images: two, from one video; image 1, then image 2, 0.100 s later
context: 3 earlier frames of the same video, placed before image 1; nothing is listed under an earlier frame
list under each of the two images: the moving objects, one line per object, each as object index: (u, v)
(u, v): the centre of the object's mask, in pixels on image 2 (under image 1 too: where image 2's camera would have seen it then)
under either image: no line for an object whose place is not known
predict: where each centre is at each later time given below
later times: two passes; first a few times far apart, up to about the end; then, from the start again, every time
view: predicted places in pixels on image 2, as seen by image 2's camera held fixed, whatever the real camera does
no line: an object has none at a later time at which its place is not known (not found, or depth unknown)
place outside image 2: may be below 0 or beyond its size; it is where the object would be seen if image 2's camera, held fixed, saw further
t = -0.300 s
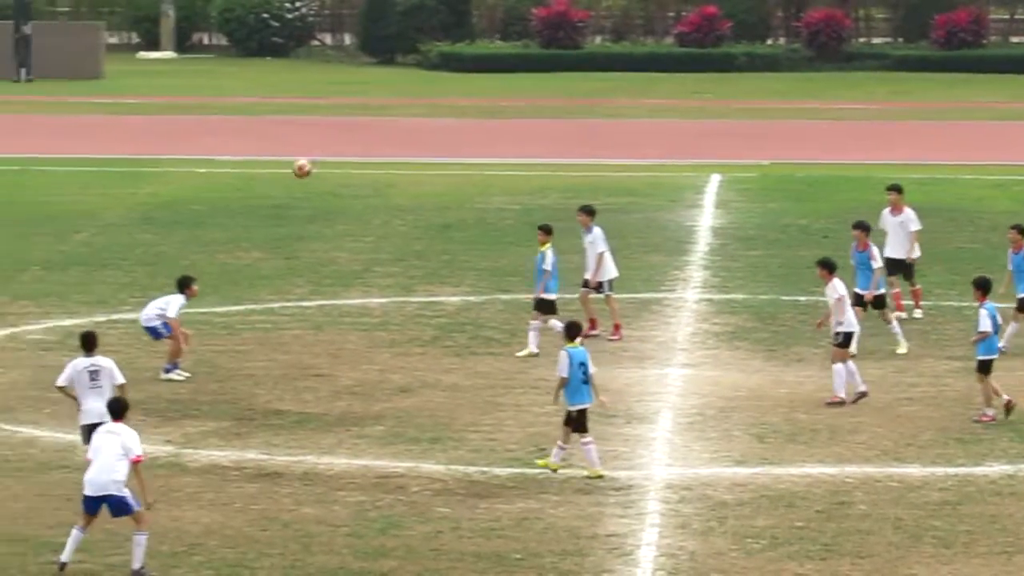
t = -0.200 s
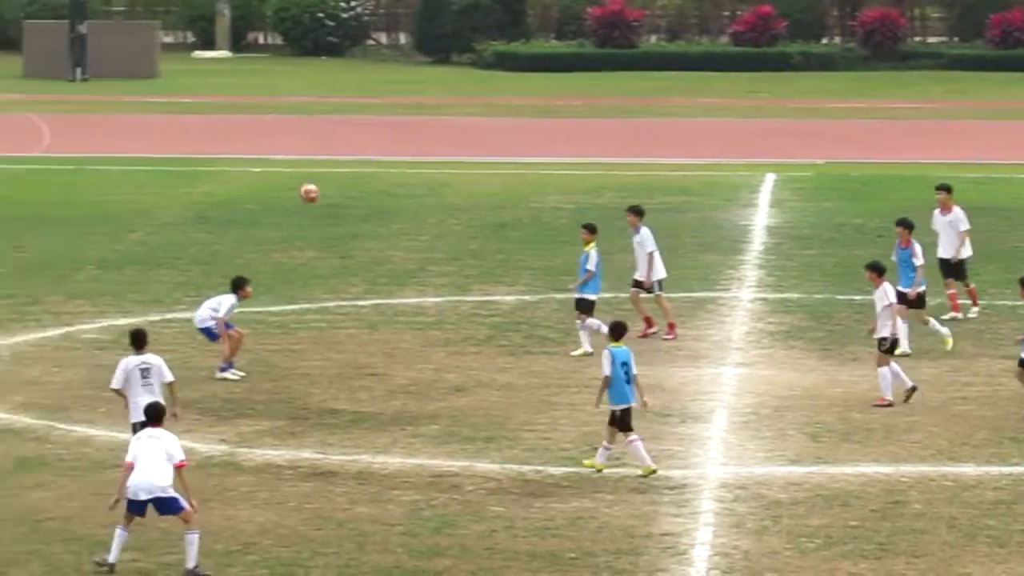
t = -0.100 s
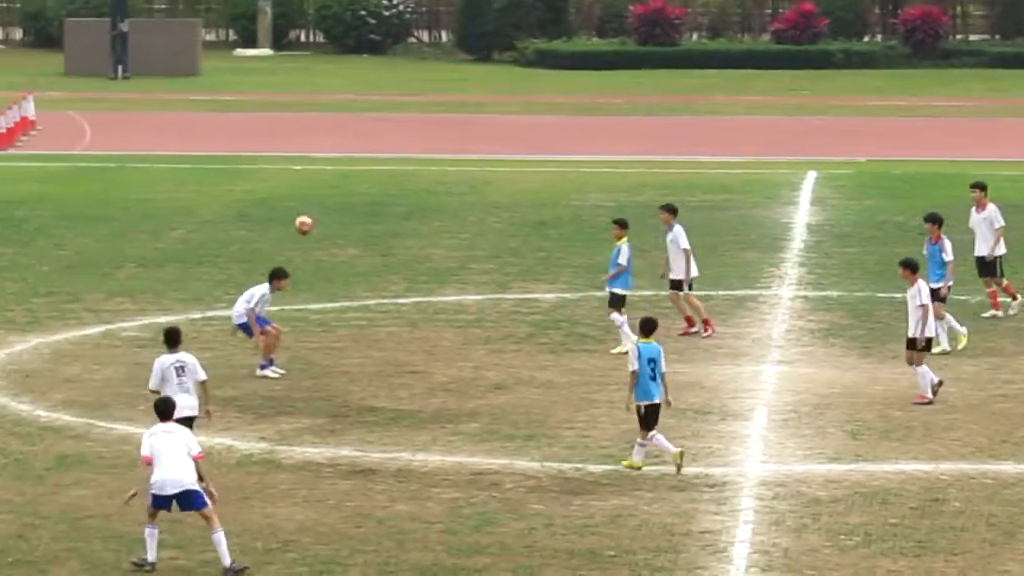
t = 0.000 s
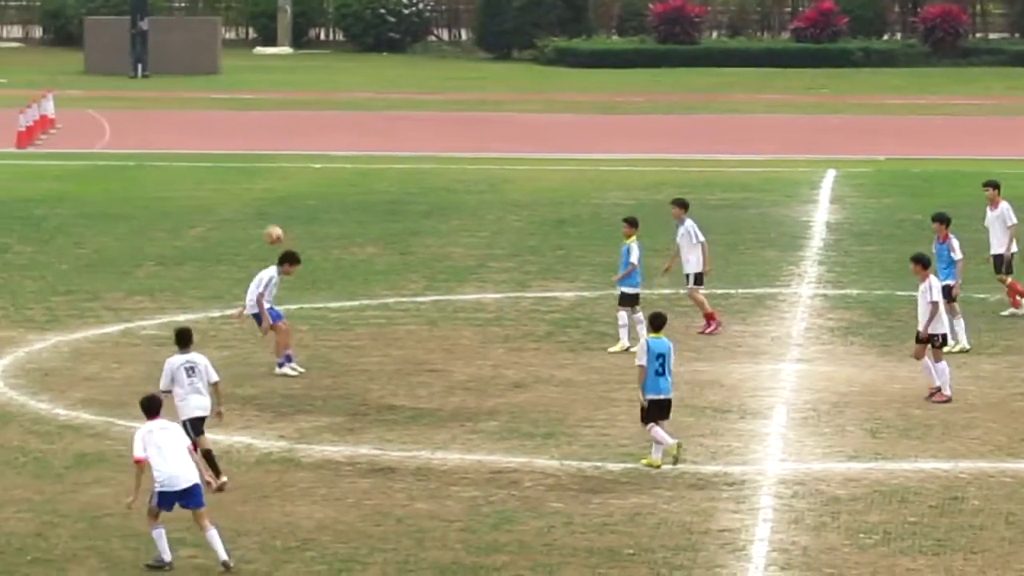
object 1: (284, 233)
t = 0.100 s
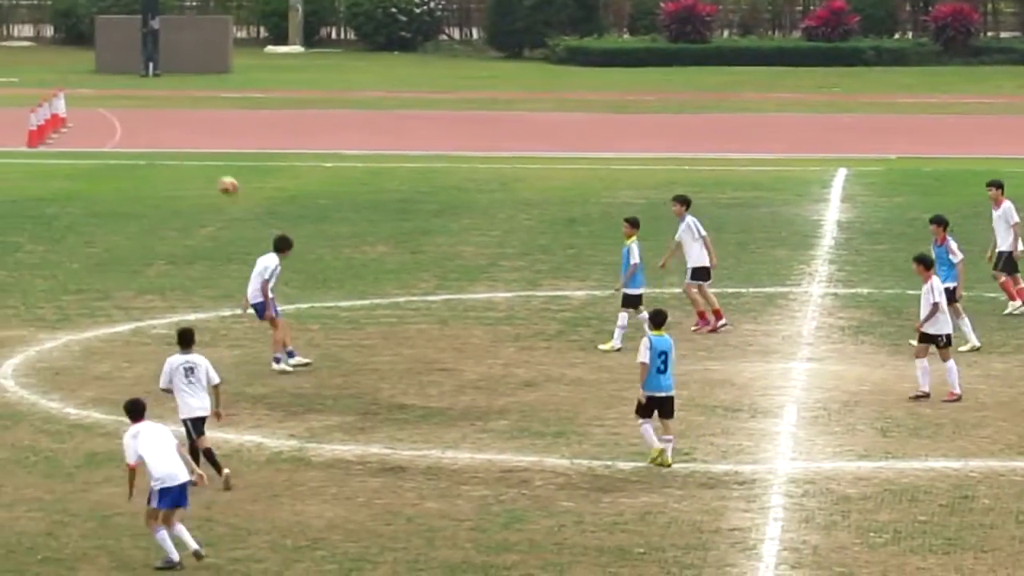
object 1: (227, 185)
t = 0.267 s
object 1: (132, 126)
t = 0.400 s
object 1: (56, 91)
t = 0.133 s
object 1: (209, 171)
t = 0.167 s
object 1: (190, 158)
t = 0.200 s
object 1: (171, 146)
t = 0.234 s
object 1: (152, 136)
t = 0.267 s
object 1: (132, 126)
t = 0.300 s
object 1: (114, 115)
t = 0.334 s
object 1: (95, 107)
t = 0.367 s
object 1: (75, 98)
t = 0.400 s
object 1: (56, 91)
